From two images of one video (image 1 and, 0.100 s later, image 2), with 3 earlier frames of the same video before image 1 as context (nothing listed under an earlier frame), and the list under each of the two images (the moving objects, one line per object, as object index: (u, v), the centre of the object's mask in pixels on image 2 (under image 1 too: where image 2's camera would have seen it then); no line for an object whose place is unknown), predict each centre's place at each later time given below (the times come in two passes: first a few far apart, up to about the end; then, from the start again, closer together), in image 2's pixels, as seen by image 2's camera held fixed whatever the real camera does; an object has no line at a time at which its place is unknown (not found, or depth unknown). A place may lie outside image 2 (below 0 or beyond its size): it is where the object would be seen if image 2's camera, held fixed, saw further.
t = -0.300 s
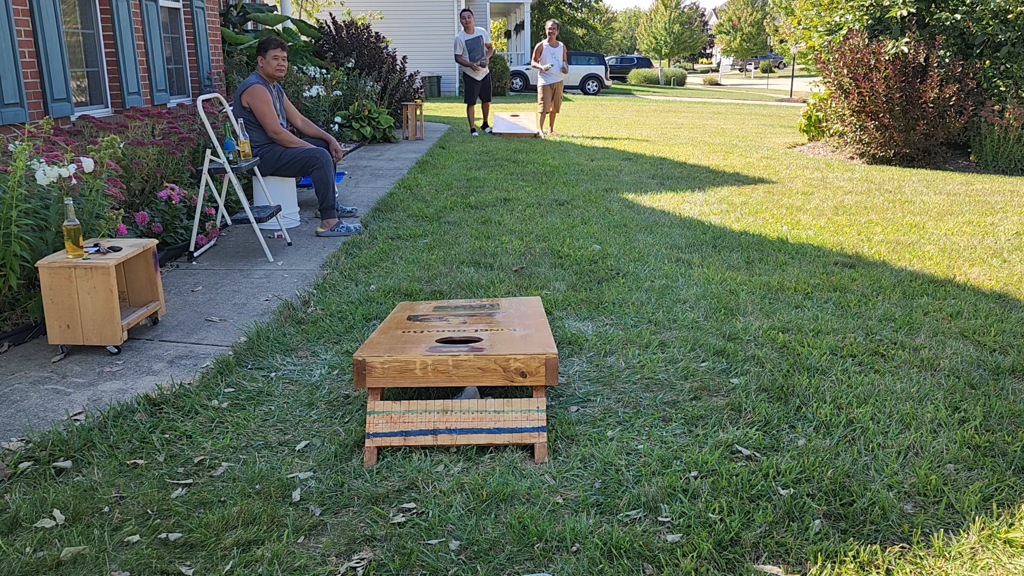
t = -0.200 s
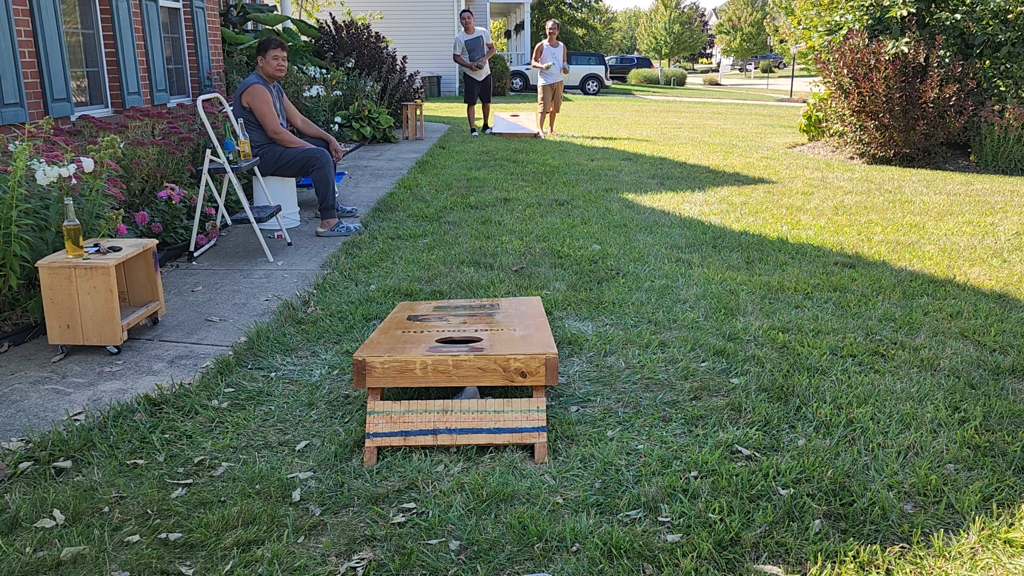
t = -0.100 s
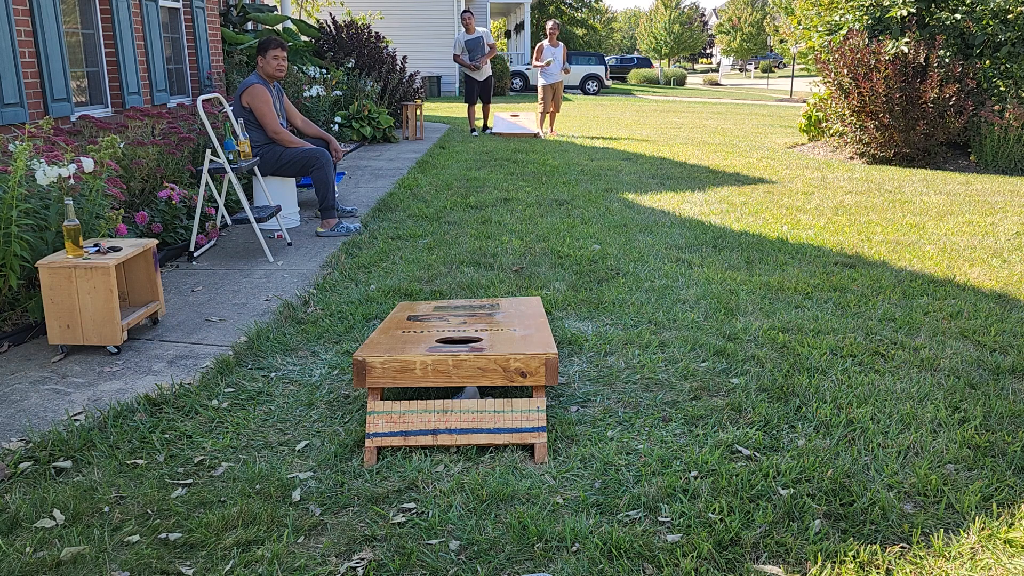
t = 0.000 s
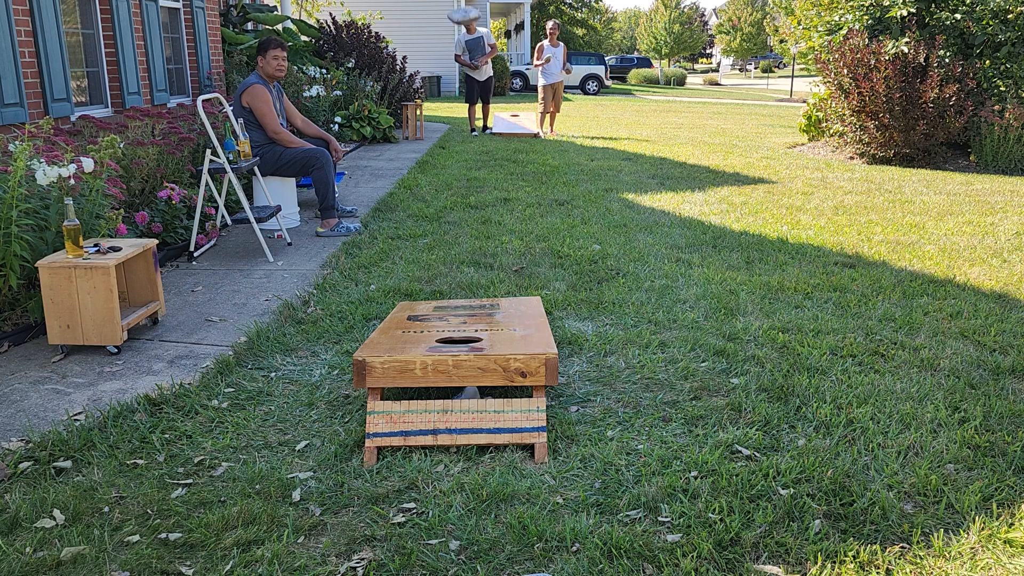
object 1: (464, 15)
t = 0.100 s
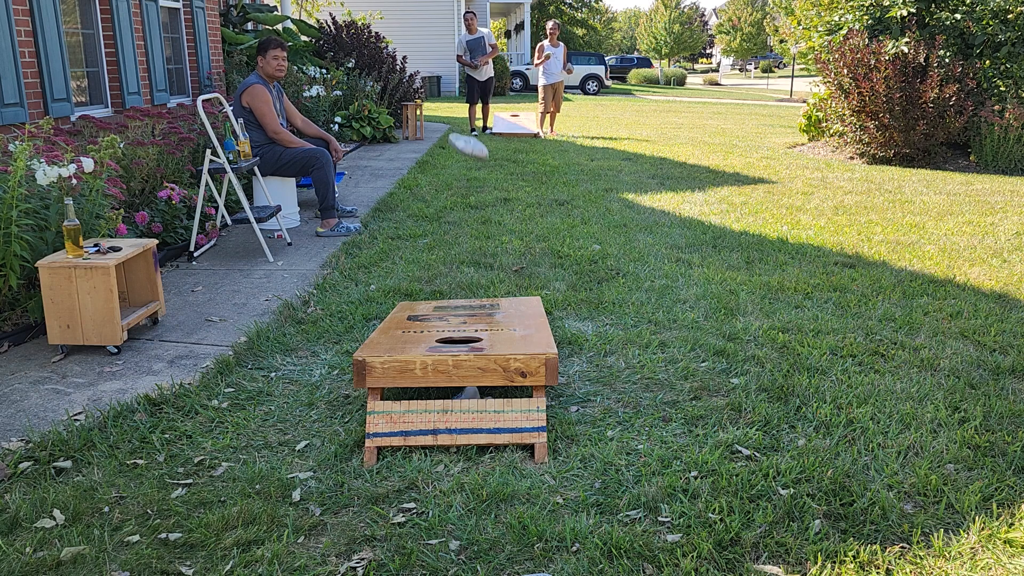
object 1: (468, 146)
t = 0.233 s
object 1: (473, 322)
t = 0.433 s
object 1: (469, 332)
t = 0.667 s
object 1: (475, 342)
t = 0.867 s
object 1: (475, 342)
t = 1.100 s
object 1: (475, 342)
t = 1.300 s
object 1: (475, 342)
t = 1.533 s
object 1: (475, 342)
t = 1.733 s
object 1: (475, 342)
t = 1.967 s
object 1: (475, 342)
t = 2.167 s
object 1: (475, 342)
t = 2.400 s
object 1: (475, 342)
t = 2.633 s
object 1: (475, 342)
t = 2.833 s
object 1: (475, 342)
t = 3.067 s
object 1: (466, 343)
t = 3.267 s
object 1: (466, 343)
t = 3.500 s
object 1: (466, 343)
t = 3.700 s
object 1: (466, 343)
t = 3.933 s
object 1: (466, 343)
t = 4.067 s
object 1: (466, 343)
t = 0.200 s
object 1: (474, 322)
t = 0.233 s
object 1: (473, 322)
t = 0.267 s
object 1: (471, 325)
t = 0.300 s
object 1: (469, 331)
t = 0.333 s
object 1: (468, 335)
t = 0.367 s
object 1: (468, 333)
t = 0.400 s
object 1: (468, 331)
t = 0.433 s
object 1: (469, 332)
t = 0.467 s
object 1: (469, 334)
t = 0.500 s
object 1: (471, 338)
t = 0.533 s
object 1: (473, 341)
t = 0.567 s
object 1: (474, 341)
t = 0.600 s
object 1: (475, 342)
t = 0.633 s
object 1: (475, 342)
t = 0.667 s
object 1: (475, 342)
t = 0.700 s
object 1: (475, 342)
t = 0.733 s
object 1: (475, 342)
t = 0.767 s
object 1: (475, 342)
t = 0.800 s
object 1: (475, 342)
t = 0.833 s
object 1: (475, 342)
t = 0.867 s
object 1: (475, 342)
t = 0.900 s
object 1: (475, 342)
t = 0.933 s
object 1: (475, 342)
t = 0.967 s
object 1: (475, 342)
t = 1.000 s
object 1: (475, 342)
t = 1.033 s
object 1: (475, 342)
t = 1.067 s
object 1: (475, 342)
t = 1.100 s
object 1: (475, 342)
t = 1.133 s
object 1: (475, 342)
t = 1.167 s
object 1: (475, 342)
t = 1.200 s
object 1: (475, 342)
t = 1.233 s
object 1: (475, 342)
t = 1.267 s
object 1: (475, 342)
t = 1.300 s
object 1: (475, 342)
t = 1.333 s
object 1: (475, 342)
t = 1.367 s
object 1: (475, 342)
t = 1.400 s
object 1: (475, 342)
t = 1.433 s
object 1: (475, 342)
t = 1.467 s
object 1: (475, 342)
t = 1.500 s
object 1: (475, 342)
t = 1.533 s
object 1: (475, 342)
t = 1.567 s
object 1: (475, 342)
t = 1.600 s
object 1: (475, 342)
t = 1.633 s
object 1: (475, 342)
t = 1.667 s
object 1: (475, 342)
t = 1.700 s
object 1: (475, 342)
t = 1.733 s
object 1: (475, 342)
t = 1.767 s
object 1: (475, 342)
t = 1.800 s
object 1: (475, 342)
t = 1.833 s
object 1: (475, 342)
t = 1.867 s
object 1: (475, 342)
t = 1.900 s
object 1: (475, 342)
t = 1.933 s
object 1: (475, 342)
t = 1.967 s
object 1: (475, 342)
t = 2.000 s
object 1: (475, 342)
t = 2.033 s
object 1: (475, 342)
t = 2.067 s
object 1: (475, 342)
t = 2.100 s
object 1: (475, 342)
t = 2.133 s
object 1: (475, 342)
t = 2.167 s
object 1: (475, 342)
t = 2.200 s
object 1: (475, 342)
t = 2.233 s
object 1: (475, 342)
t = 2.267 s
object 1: (475, 342)
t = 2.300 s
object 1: (475, 342)
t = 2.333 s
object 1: (475, 342)
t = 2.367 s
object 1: (475, 342)
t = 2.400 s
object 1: (475, 342)
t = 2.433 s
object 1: (475, 342)
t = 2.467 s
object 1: (475, 342)
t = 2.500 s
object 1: (475, 342)
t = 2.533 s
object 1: (475, 342)
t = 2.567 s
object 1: (475, 342)
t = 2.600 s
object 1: (475, 342)
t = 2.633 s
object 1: (475, 342)
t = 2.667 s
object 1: (475, 342)
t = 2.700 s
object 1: (475, 341)
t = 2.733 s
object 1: (475, 342)
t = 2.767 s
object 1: (475, 342)
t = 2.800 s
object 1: (476, 342)
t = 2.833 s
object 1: (475, 342)
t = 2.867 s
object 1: (475, 342)
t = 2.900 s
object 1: (475, 342)
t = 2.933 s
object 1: (473, 342)
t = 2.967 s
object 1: (470, 342)
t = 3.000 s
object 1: (468, 342)
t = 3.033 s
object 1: (467, 343)
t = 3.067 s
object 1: (466, 343)
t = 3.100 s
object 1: (466, 343)
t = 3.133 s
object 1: (466, 343)
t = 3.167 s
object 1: (466, 343)
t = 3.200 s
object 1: (466, 343)
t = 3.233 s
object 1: (466, 343)
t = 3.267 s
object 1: (466, 343)
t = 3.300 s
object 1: (466, 343)
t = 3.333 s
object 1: (466, 343)
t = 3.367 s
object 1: (466, 343)
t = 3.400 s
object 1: (466, 343)
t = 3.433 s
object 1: (466, 343)
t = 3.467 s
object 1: (466, 343)
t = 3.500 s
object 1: (466, 343)
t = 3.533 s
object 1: (466, 343)
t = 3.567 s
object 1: (466, 343)
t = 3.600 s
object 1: (466, 343)
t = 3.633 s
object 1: (466, 343)
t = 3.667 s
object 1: (466, 343)
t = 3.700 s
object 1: (466, 343)
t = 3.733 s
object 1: (466, 343)
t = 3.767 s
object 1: (466, 343)
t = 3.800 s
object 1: (466, 343)
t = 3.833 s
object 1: (466, 343)
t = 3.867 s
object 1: (466, 343)
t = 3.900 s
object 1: (466, 343)
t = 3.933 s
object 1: (466, 343)
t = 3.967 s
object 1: (466, 343)
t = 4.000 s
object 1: (466, 343)
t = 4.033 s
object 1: (466, 343)
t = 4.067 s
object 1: (466, 343)
